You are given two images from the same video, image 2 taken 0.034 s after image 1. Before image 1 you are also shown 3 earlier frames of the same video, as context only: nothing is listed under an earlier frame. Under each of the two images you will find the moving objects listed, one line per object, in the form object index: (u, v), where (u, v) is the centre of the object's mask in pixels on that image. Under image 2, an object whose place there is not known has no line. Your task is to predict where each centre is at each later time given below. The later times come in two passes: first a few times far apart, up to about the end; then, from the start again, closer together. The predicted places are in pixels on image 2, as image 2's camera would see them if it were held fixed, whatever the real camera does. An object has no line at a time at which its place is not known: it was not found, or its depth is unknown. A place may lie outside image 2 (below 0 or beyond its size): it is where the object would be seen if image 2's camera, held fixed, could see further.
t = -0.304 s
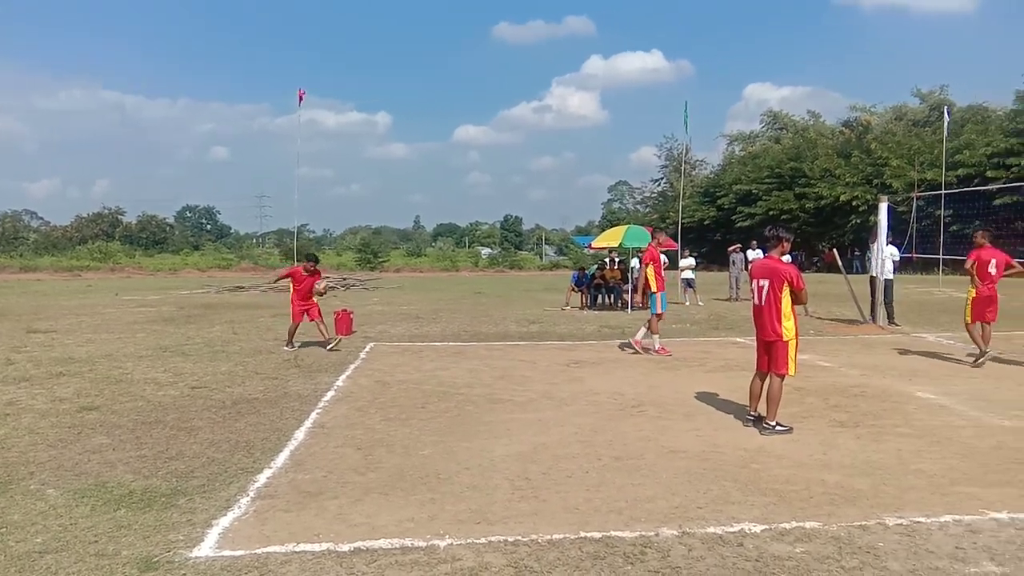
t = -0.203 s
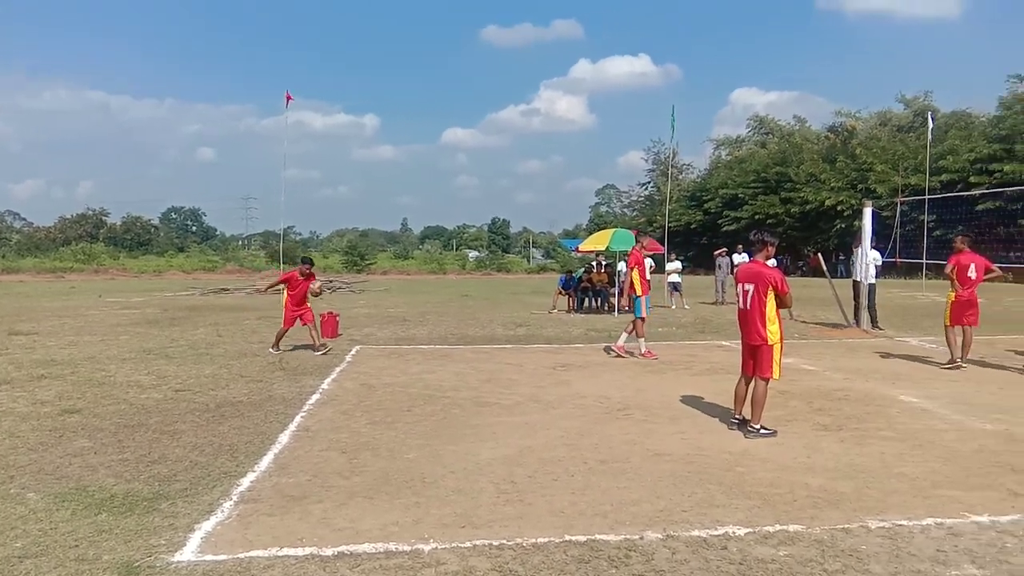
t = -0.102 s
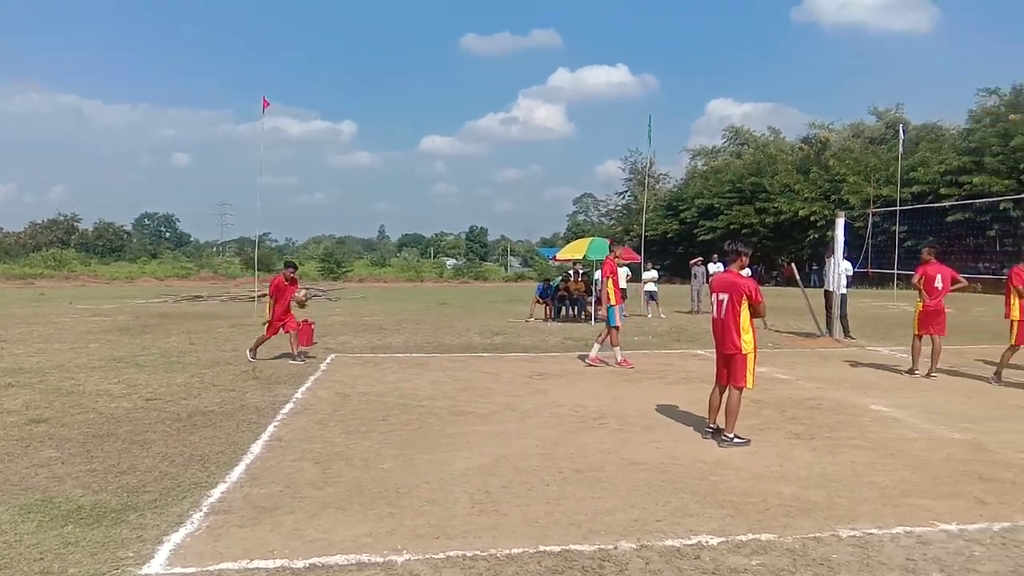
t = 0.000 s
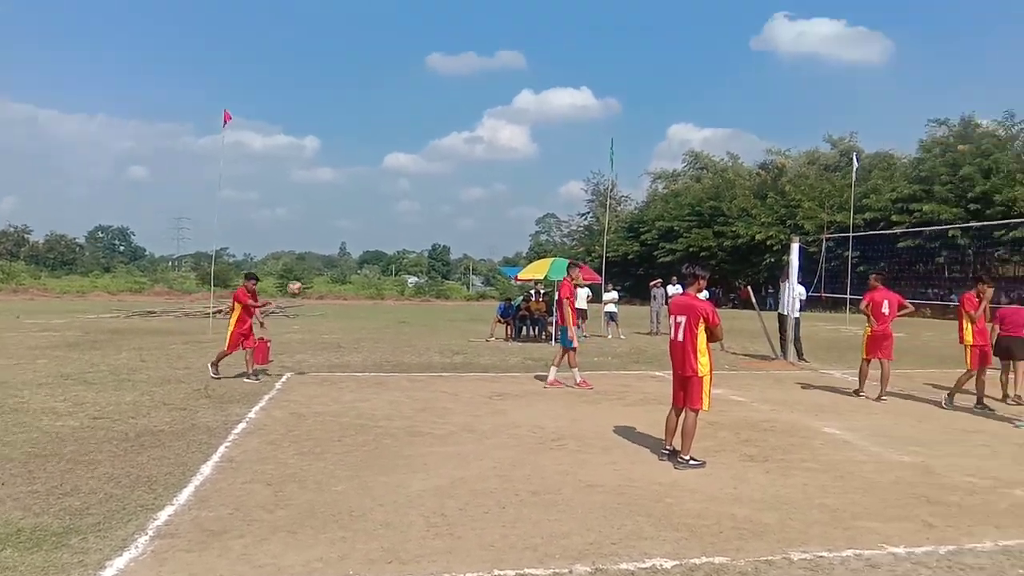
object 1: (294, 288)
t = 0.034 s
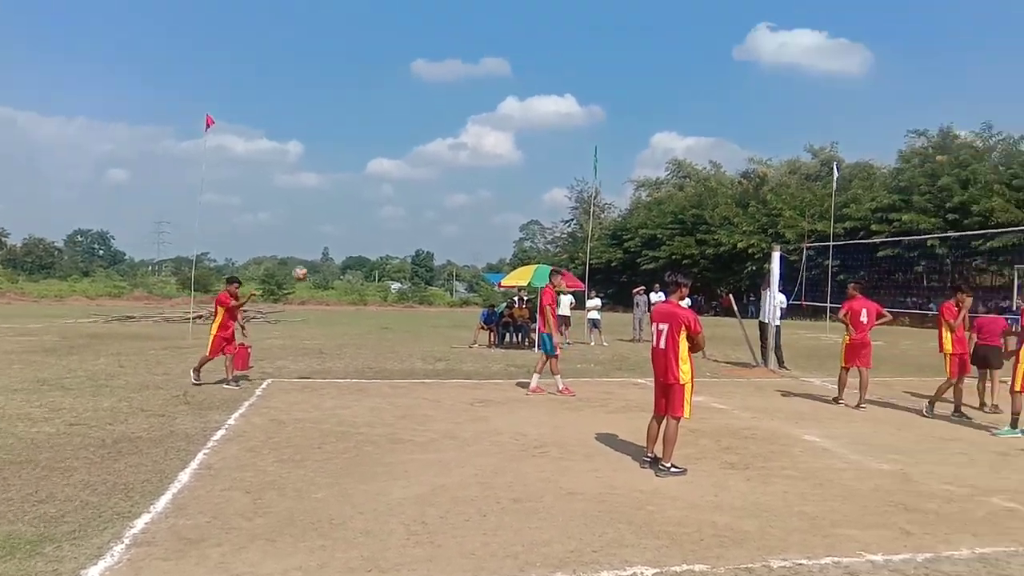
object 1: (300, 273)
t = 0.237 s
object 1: (439, 170)
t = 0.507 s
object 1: (614, 84)
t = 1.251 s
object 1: (1040, 113)
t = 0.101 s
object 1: (346, 236)
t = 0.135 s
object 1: (369, 218)
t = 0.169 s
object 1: (392, 201)
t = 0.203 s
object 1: (415, 185)
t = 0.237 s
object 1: (439, 170)
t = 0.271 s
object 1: (461, 156)
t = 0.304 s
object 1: (483, 144)
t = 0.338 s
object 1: (506, 131)
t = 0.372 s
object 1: (528, 120)
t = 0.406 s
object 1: (550, 110)
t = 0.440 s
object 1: (573, 100)
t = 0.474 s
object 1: (593, 92)
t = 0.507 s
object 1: (614, 84)
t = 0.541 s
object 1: (636, 76)
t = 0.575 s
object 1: (658, 70)
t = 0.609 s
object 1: (680, 65)
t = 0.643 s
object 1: (701, 60)
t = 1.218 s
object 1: (1022, 104)
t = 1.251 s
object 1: (1040, 113)
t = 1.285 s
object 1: (1059, 123)
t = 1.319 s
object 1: (1079, 133)
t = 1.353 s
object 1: (1098, 144)
